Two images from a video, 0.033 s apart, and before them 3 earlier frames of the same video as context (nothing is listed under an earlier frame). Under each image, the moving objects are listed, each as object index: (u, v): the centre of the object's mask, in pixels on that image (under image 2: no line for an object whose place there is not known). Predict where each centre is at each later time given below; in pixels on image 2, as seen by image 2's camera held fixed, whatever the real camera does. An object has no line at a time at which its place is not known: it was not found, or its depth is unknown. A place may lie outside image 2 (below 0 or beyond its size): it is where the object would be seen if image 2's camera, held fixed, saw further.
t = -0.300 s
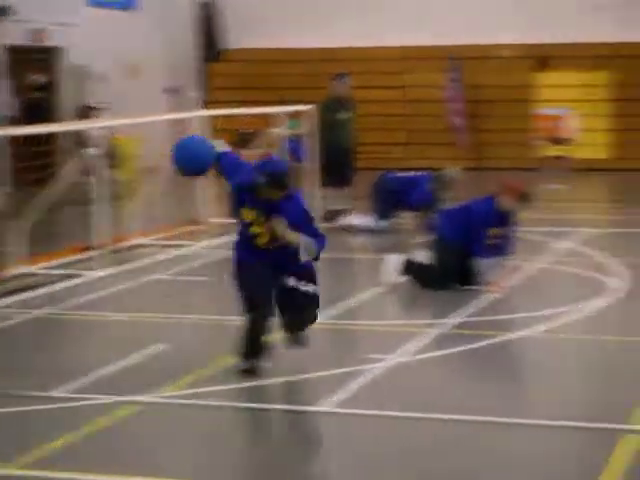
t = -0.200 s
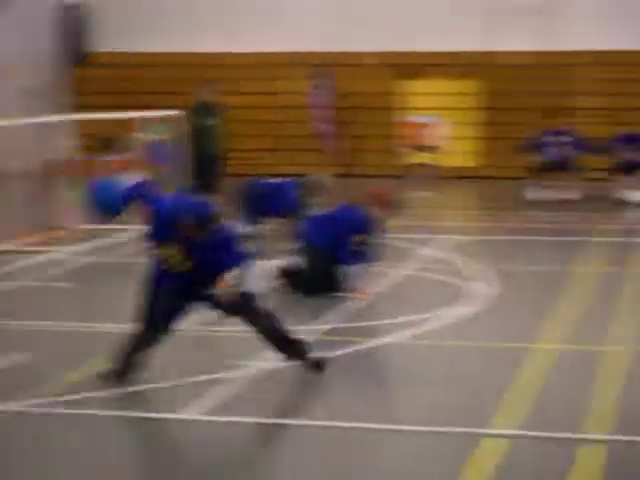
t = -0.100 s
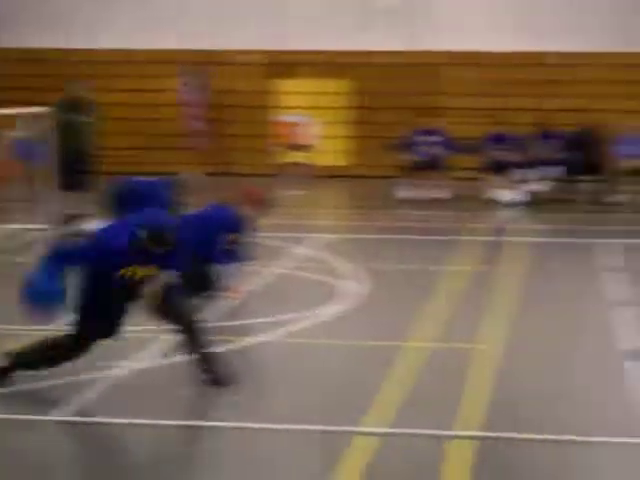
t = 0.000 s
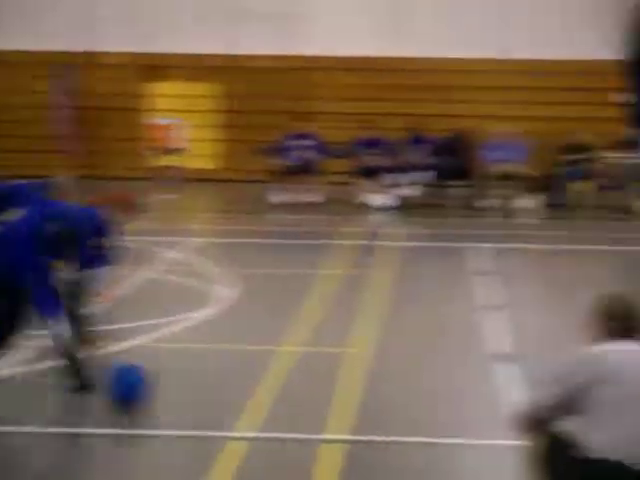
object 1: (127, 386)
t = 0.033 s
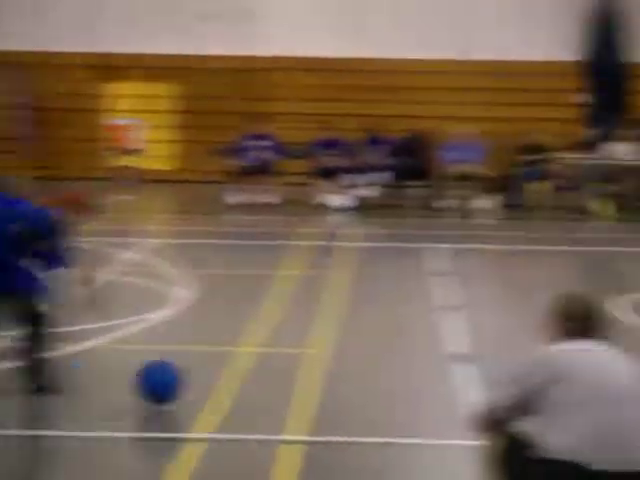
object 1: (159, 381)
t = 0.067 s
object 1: (231, 375)
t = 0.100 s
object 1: (300, 372)
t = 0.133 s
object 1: (372, 372)
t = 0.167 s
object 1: (442, 372)
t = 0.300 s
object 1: (701, 382)
